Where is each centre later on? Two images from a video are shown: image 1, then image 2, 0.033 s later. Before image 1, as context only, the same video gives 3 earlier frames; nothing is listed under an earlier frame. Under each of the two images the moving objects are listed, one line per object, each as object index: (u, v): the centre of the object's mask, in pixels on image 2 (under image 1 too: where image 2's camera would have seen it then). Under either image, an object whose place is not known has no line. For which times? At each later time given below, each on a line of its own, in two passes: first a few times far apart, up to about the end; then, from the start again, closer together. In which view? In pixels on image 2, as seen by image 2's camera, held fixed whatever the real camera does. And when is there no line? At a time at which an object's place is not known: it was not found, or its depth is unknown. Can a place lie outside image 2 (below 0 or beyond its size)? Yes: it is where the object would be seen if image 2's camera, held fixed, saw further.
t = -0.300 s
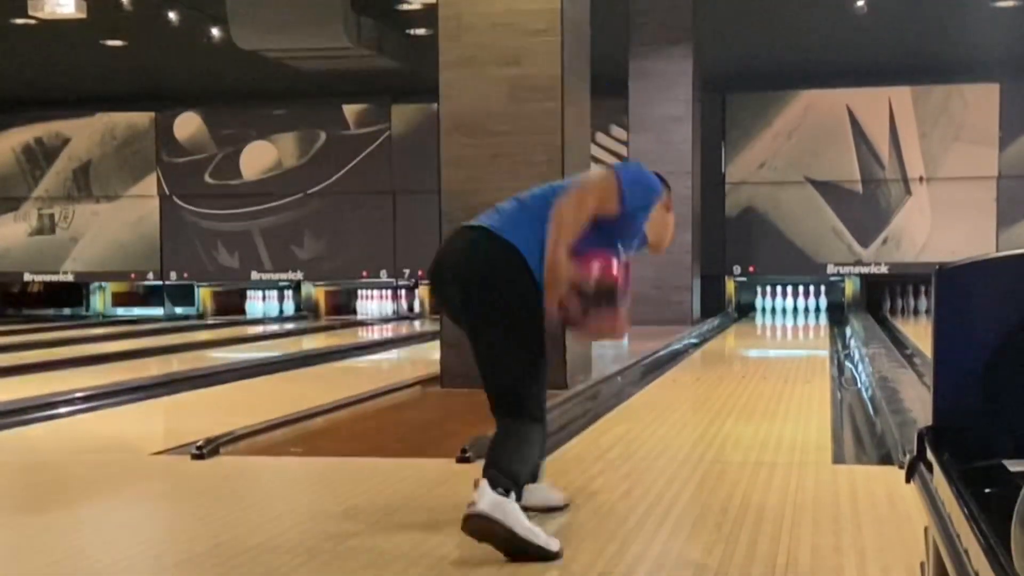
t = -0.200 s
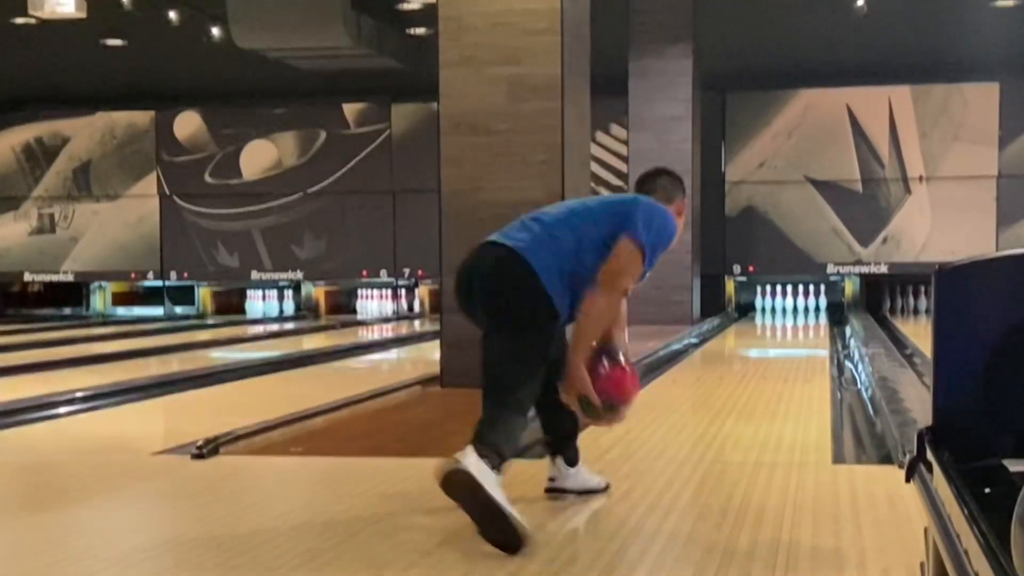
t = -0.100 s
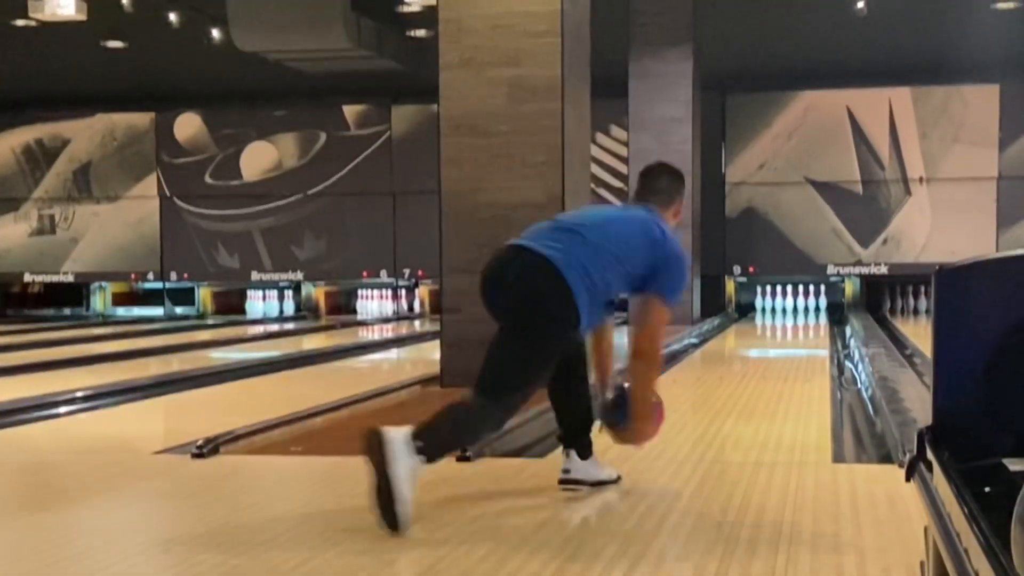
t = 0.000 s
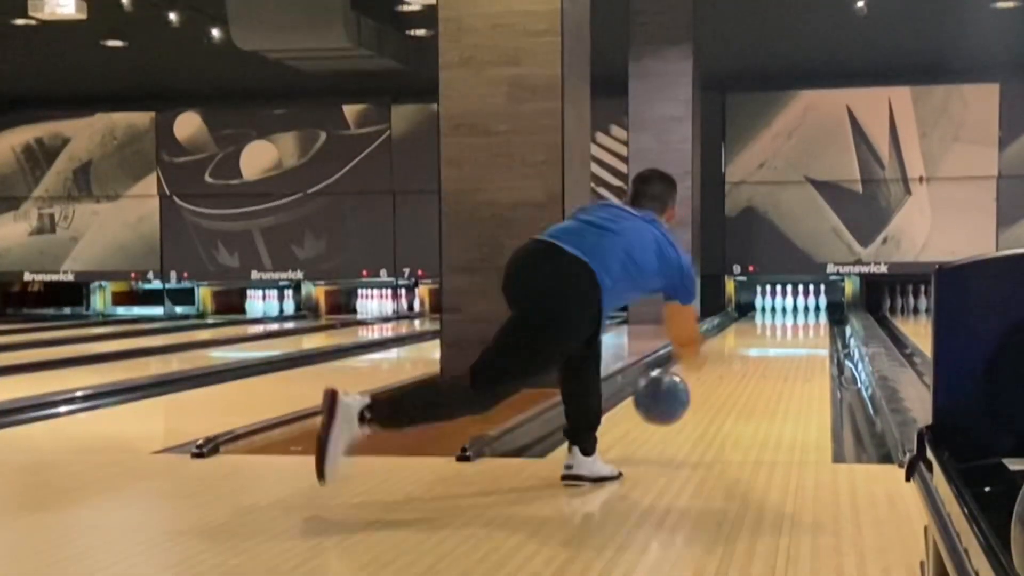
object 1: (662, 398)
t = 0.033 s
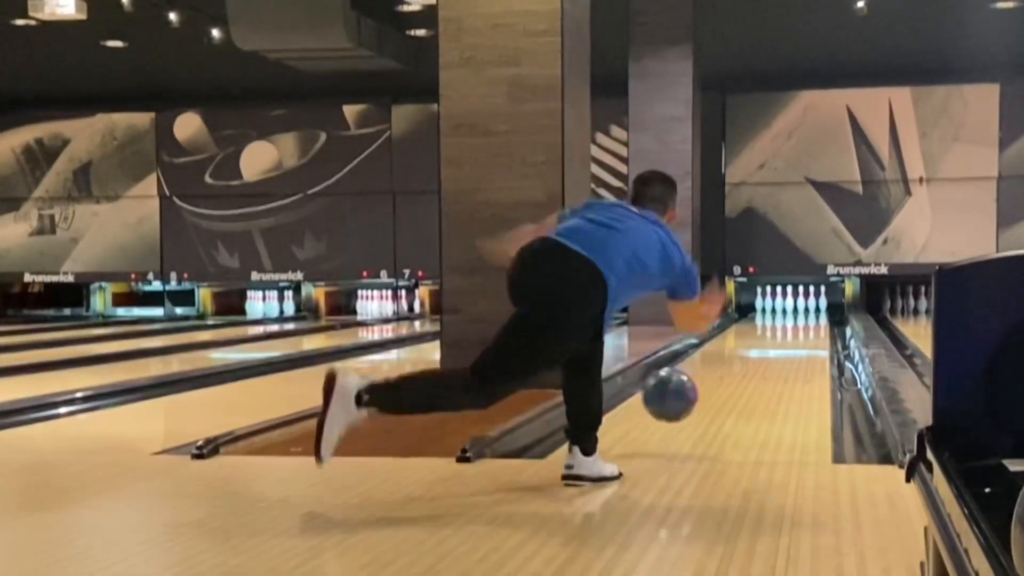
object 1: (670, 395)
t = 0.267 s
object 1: (715, 392)
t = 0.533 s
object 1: (750, 368)
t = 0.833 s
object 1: (774, 350)
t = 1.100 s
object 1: (785, 338)
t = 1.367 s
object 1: (795, 328)
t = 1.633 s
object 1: (802, 322)
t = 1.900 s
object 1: (805, 316)
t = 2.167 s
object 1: (805, 312)
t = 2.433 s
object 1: (802, 309)
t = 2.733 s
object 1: (800, 306)
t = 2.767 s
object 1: (800, 304)
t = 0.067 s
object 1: (677, 395)
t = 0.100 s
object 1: (684, 397)
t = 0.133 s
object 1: (691, 402)
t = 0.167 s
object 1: (698, 404)
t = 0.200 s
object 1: (704, 399)
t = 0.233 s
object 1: (712, 392)
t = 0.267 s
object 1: (715, 392)
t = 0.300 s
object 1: (720, 388)
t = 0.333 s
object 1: (724, 381)
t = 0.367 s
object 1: (733, 378)
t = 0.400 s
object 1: (733, 378)
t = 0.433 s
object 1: (736, 375)
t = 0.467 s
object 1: (741, 373)
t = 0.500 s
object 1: (744, 370)
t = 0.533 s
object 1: (750, 368)
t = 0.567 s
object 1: (753, 366)
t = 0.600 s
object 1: (756, 363)
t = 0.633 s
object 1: (759, 360)
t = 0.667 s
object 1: (762, 359)
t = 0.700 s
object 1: (765, 357)
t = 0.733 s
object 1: (767, 355)
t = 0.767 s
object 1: (769, 353)
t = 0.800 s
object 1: (772, 351)
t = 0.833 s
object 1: (774, 350)
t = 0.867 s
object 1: (775, 348)
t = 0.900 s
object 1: (777, 348)
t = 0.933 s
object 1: (777, 345)
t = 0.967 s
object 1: (781, 343)
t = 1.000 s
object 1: (780, 341)
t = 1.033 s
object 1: (782, 340)
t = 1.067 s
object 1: (784, 339)
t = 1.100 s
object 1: (785, 338)
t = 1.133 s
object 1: (786, 336)
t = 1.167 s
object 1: (788, 335)
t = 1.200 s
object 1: (789, 335)
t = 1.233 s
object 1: (790, 333)
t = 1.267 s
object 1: (792, 332)
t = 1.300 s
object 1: (792, 331)
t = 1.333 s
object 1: (795, 330)
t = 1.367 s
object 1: (795, 328)
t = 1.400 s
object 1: (796, 327)
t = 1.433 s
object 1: (797, 326)
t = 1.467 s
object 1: (798, 326)
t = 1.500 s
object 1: (799, 325)
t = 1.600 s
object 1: (801, 323)
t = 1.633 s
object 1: (802, 322)
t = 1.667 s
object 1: (803, 321)
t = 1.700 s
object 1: (804, 320)
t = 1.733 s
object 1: (804, 319)
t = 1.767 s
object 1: (804, 318)
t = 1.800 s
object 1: (805, 318)
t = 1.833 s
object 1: (805, 318)
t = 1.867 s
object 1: (805, 317)
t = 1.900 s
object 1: (805, 316)
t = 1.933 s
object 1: (806, 316)
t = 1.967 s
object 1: (806, 315)
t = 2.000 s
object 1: (806, 314)
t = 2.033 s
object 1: (806, 314)
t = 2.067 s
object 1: (806, 313)
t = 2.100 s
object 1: (806, 313)
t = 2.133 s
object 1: (806, 313)
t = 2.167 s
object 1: (805, 312)
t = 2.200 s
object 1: (805, 312)
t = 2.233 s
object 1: (805, 311)
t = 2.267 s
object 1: (805, 311)
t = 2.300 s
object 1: (804, 311)
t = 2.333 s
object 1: (804, 310)
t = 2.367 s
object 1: (803, 310)
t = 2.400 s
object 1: (802, 310)
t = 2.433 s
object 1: (802, 309)
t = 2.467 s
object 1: (801, 308)
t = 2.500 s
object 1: (801, 308)
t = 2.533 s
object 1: (801, 308)
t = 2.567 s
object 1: (800, 307)
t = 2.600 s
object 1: (799, 307)
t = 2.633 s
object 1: (799, 307)
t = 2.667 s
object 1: (800, 307)
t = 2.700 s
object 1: (801, 306)
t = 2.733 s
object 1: (800, 306)
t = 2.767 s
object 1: (800, 304)
